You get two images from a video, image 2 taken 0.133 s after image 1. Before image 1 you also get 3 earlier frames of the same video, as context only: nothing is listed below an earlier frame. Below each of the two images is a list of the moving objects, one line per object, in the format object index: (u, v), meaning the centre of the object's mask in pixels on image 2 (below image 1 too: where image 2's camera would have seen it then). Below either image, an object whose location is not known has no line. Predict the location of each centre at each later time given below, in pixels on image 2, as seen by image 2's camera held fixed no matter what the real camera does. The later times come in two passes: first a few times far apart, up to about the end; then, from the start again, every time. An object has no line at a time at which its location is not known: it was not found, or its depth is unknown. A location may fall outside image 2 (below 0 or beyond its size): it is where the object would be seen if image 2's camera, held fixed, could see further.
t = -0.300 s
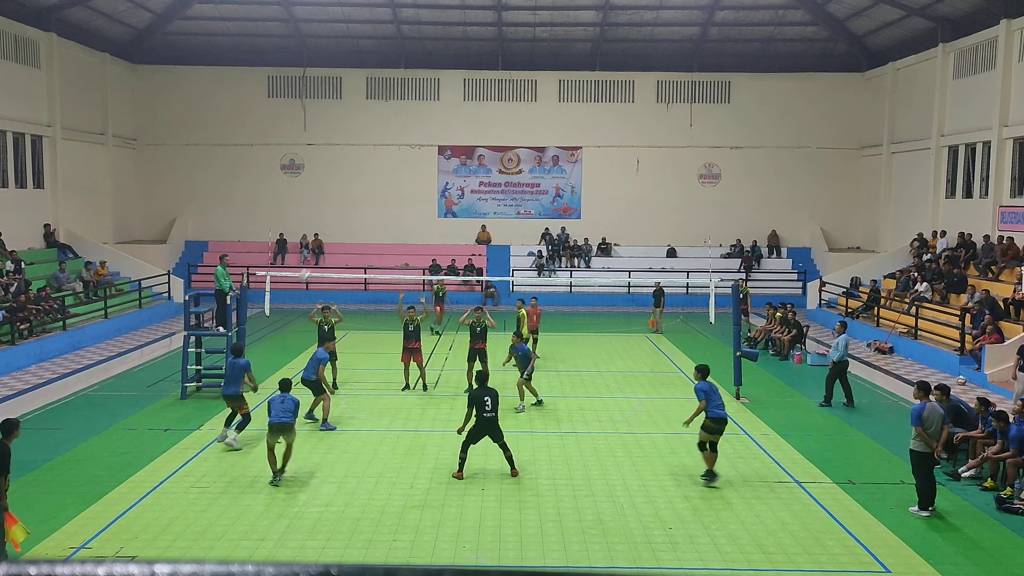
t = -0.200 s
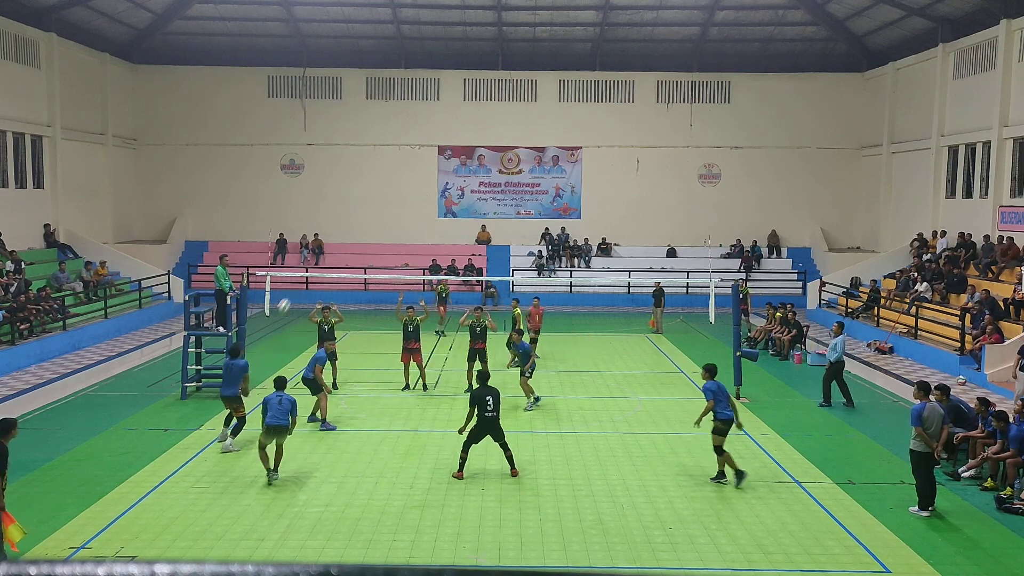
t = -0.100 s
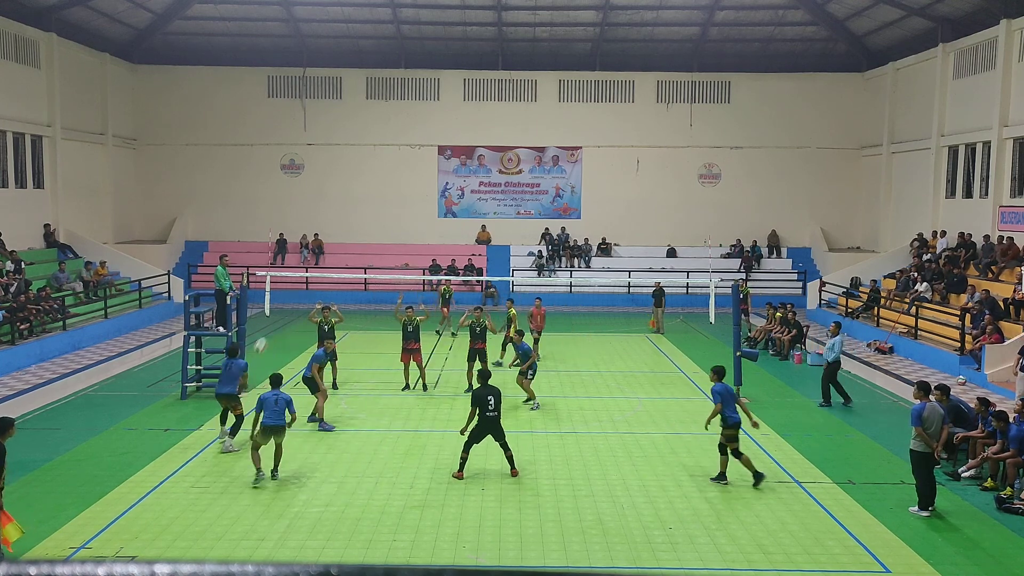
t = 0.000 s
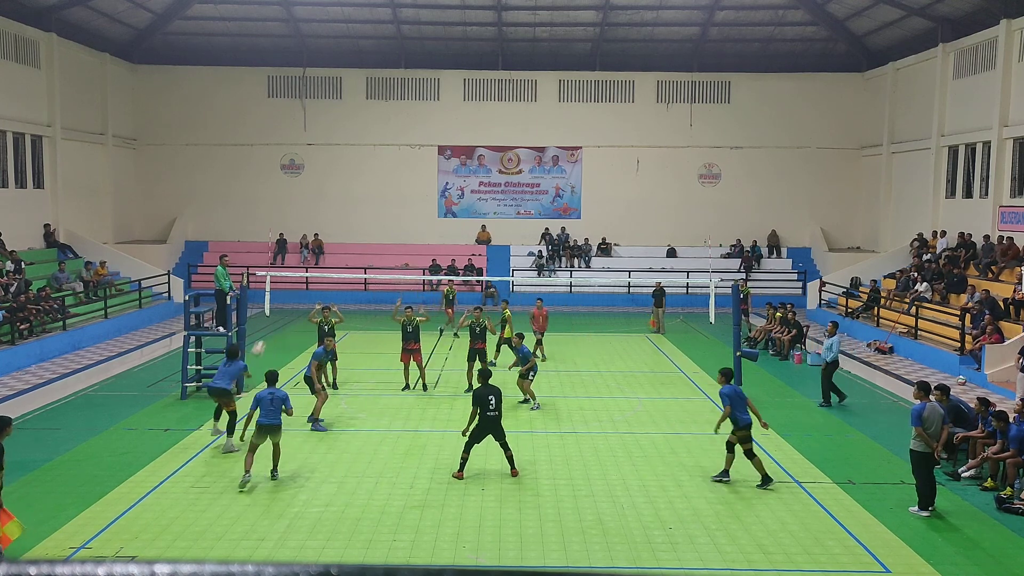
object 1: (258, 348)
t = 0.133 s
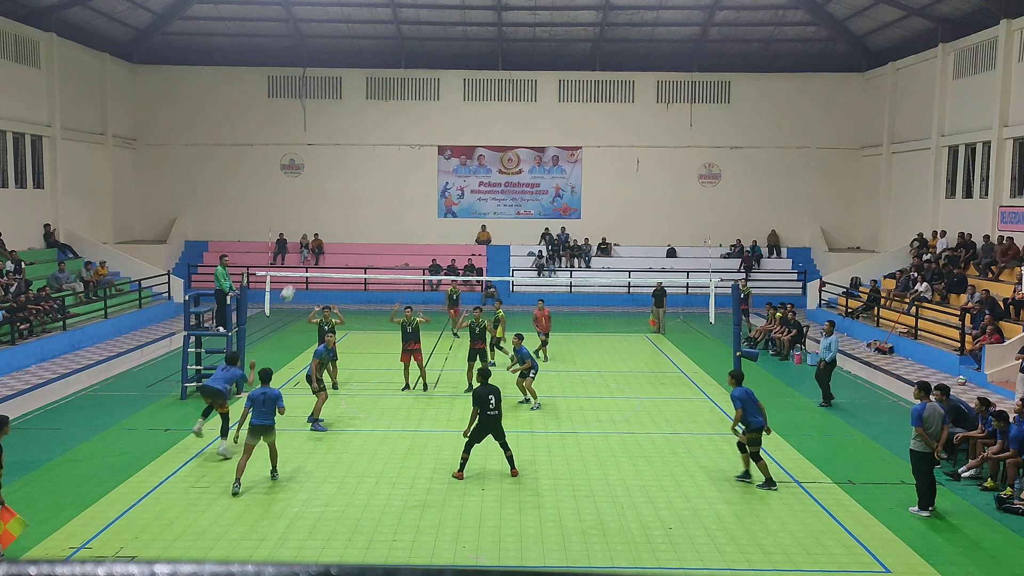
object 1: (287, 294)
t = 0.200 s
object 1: (303, 269)
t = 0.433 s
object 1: (351, 209)
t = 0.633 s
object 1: (393, 183)
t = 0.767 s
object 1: (419, 179)
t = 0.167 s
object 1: (294, 282)
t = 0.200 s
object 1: (303, 269)
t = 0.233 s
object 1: (310, 259)
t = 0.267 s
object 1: (317, 249)
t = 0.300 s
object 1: (323, 239)
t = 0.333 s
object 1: (331, 230)
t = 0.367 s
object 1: (338, 222)
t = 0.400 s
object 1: (345, 215)
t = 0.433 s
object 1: (351, 209)
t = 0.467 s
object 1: (359, 203)
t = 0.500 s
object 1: (365, 198)
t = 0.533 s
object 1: (372, 193)
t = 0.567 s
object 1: (379, 189)
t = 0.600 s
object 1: (386, 186)
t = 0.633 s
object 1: (393, 183)
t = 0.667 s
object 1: (399, 181)
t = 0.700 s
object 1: (405, 180)
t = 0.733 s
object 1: (413, 179)
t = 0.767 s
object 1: (419, 179)
